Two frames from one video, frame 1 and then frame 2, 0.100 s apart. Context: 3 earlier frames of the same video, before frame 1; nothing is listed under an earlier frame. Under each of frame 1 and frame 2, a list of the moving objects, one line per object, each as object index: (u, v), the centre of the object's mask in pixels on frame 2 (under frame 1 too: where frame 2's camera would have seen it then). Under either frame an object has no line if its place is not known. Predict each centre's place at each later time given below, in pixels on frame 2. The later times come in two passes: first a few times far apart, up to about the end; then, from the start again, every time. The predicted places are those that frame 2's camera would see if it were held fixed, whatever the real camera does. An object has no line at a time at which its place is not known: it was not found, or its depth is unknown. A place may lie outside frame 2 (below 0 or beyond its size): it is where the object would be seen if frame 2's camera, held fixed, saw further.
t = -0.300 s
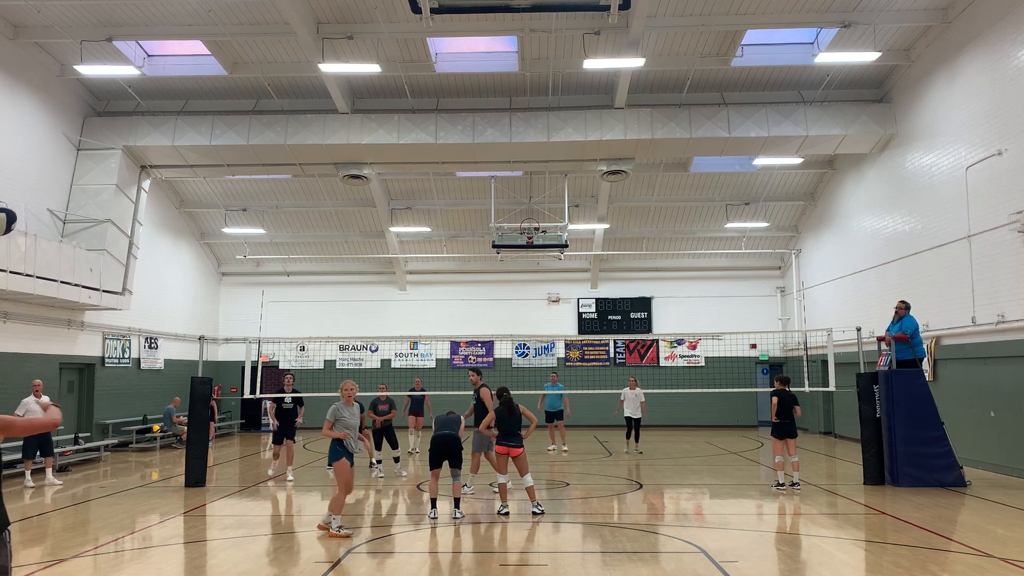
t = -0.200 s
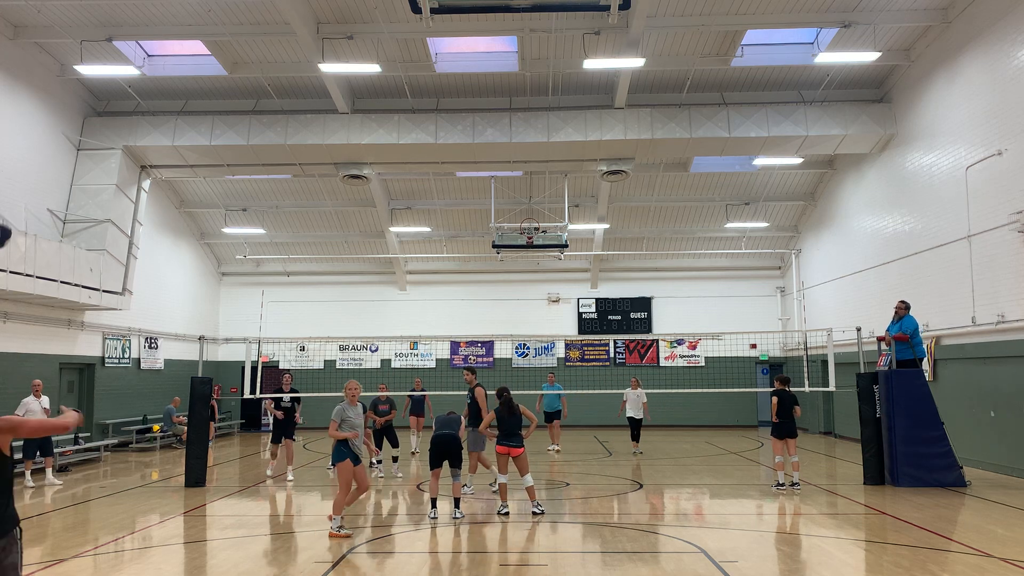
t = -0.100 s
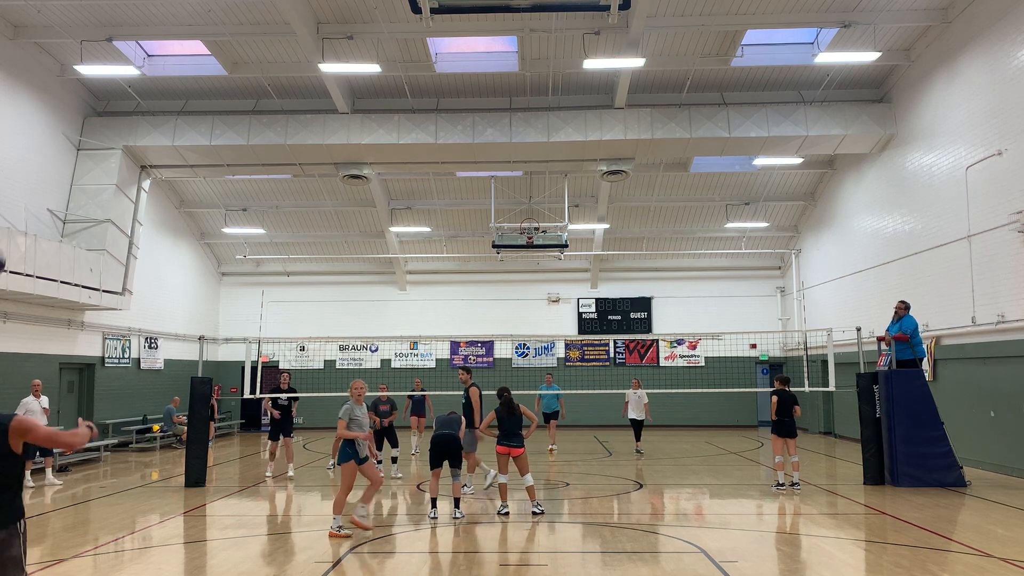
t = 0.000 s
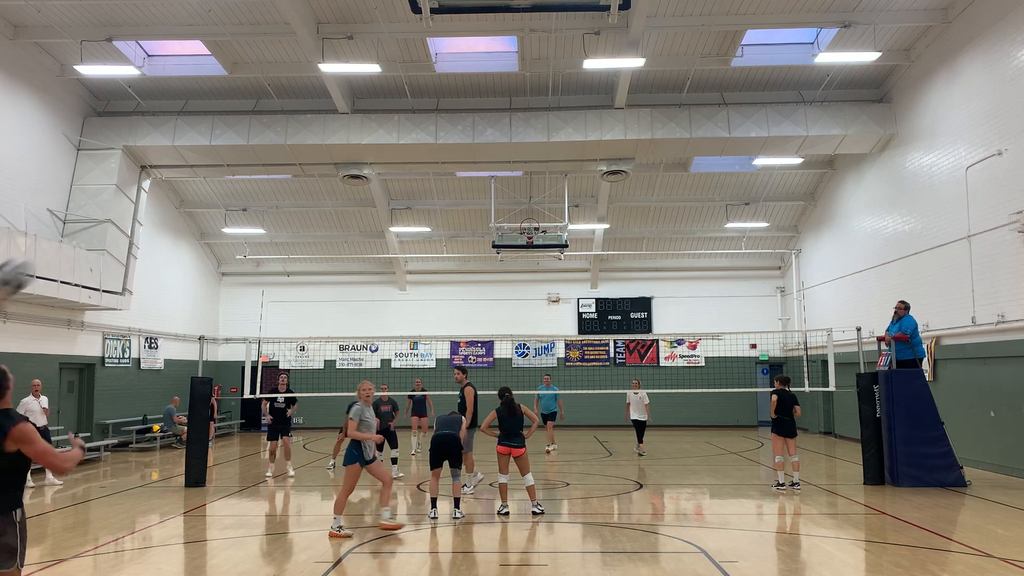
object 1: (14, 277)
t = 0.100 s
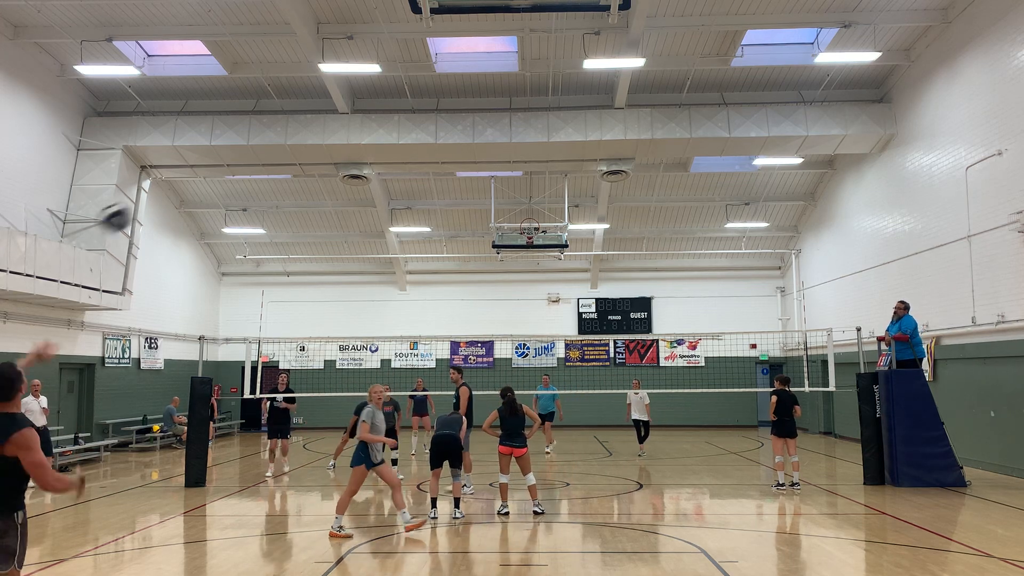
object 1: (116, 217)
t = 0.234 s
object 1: (213, 180)
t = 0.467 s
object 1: (316, 172)
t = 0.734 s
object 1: (389, 211)
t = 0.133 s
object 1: (144, 204)
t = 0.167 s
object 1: (168, 193)
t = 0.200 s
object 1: (191, 186)
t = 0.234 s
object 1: (213, 180)
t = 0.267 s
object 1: (231, 175)
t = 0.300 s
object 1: (249, 171)
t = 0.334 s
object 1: (264, 169)
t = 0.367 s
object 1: (279, 168)
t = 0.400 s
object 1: (292, 169)
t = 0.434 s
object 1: (306, 170)
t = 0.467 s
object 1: (316, 172)
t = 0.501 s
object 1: (327, 176)
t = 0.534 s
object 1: (338, 179)
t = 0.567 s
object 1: (348, 183)
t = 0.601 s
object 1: (358, 187)
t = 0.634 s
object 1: (366, 194)
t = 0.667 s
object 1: (374, 199)
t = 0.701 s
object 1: (382, 205)
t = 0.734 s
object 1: (389, 211)
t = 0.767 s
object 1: (397, 219)
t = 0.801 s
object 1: (403, 226)
